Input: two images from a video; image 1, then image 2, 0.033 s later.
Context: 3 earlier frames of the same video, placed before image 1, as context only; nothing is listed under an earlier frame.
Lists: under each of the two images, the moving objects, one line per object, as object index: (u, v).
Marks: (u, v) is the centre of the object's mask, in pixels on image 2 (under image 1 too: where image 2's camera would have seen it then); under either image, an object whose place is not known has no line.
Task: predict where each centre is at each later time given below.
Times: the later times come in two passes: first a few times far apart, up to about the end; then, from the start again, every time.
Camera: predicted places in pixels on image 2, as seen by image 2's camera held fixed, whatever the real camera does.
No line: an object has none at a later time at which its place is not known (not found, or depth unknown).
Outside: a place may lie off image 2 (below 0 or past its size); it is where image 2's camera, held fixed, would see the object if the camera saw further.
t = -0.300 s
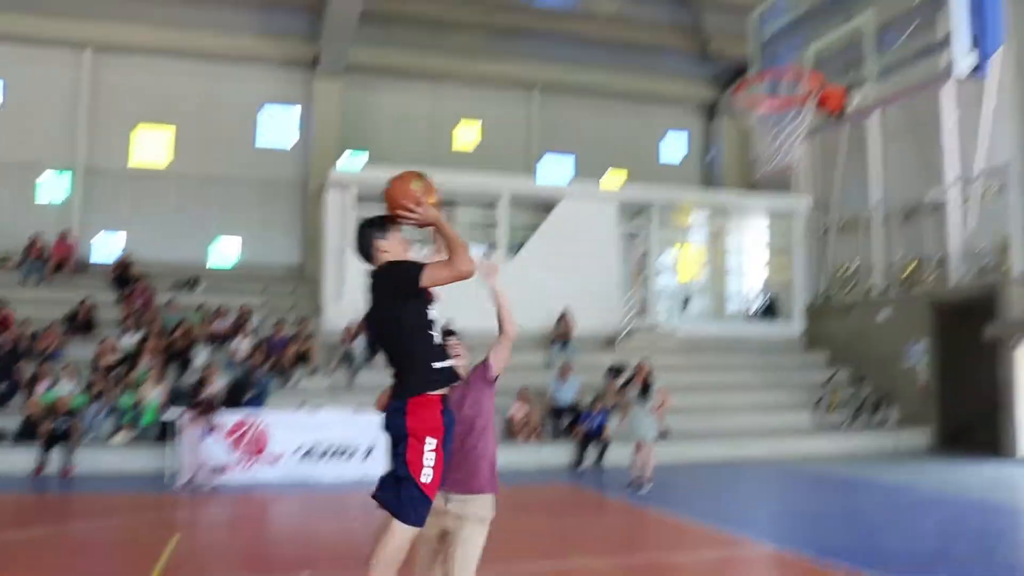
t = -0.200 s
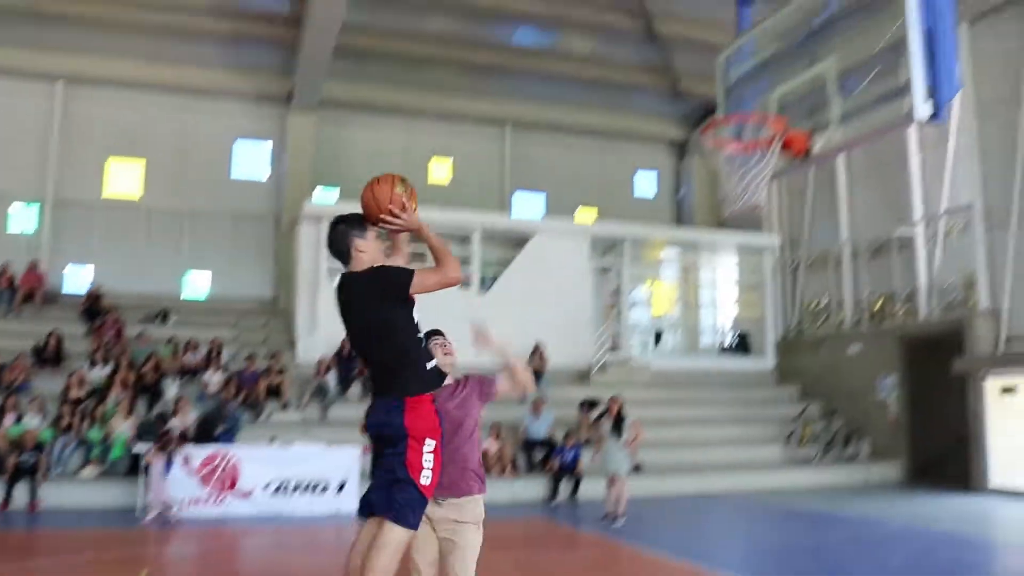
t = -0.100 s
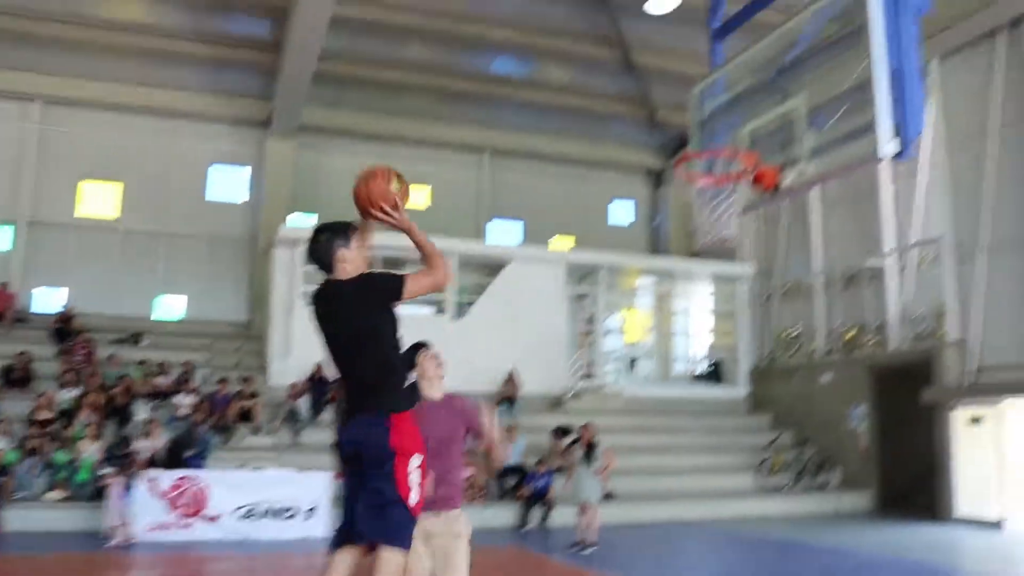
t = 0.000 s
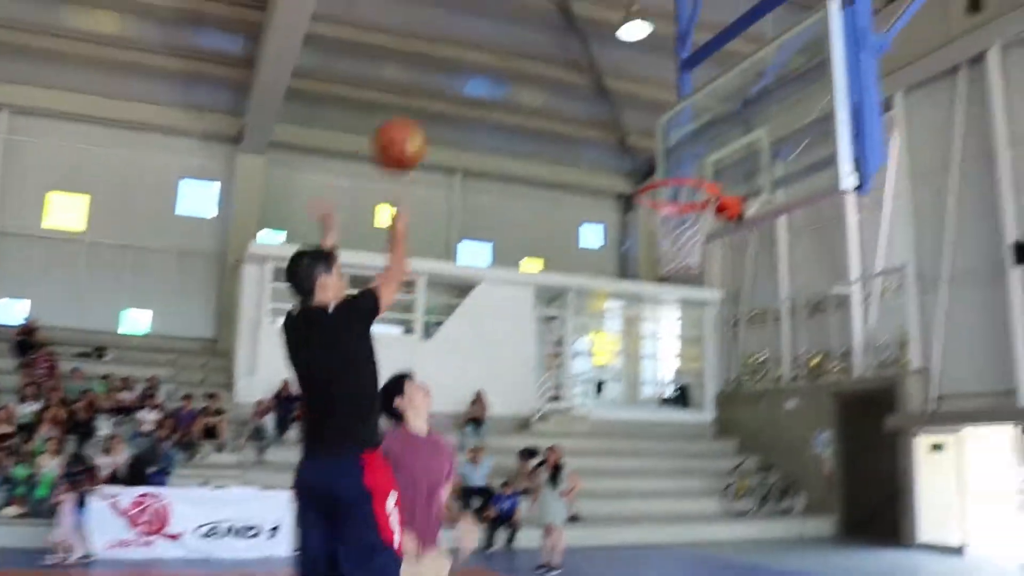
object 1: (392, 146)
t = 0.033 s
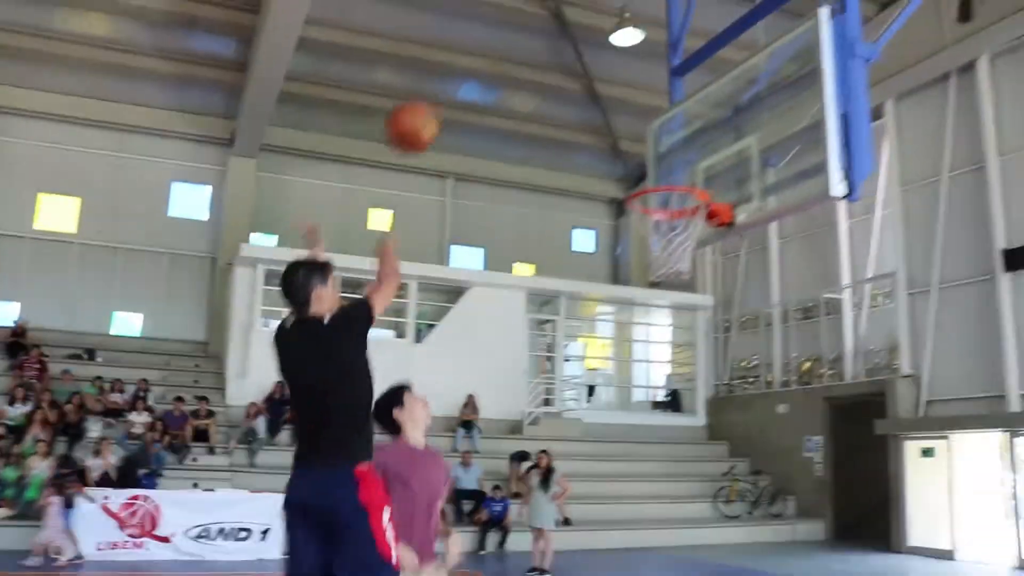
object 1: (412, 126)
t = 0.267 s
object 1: (528, 47)
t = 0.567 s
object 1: (645, 84)
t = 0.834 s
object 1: (646, 188)
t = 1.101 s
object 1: (669, 226)
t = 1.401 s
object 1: (636, 263)
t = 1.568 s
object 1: (651, 285)
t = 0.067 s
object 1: (431, 107)
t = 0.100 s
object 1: (449, 91)
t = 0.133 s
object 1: (467, 77)
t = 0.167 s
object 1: (483, 65)
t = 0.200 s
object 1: (498, 57)
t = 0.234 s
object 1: (514, 51)
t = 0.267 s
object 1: (528, 47)
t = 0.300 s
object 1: (543, 44)
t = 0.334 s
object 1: (556, 44)
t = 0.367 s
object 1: (570, 45)
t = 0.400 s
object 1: (583, 48)
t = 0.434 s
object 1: (594, 53)
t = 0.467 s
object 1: (606, 60)
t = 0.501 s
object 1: (620, 66)
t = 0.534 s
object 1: (632, 75)
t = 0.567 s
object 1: (645, 84)
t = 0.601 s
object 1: (657, 96)
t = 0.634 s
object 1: (669, 108)
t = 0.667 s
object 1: (680, 124)
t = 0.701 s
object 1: (690, 140)
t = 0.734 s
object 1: (682, 151)
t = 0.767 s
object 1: (671, 163)
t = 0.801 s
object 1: (659, 177)
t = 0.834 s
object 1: (646, 188)
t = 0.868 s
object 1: (639, 205)
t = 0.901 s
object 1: (643, 205)
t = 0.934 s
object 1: (652, 204)
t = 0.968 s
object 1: (662, 208)
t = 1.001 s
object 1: (670, 210)
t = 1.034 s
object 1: (670, 218)
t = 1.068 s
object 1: (671, 223)
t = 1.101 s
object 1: (669, 226)
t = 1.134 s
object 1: (663, 234)
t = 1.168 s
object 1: (658, 241)
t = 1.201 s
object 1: (649, 247)
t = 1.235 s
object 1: (641, 249)
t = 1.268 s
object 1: (637, 253)
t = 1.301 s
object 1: (636, 256)
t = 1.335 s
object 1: (634, 258)
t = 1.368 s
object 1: (634, 260)
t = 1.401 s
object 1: (636, 263)
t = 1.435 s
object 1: (637, 267)
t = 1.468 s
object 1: (641, 269)
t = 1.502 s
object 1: (642, 274)
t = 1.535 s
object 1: (646, 280)
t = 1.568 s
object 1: (651, 285)
